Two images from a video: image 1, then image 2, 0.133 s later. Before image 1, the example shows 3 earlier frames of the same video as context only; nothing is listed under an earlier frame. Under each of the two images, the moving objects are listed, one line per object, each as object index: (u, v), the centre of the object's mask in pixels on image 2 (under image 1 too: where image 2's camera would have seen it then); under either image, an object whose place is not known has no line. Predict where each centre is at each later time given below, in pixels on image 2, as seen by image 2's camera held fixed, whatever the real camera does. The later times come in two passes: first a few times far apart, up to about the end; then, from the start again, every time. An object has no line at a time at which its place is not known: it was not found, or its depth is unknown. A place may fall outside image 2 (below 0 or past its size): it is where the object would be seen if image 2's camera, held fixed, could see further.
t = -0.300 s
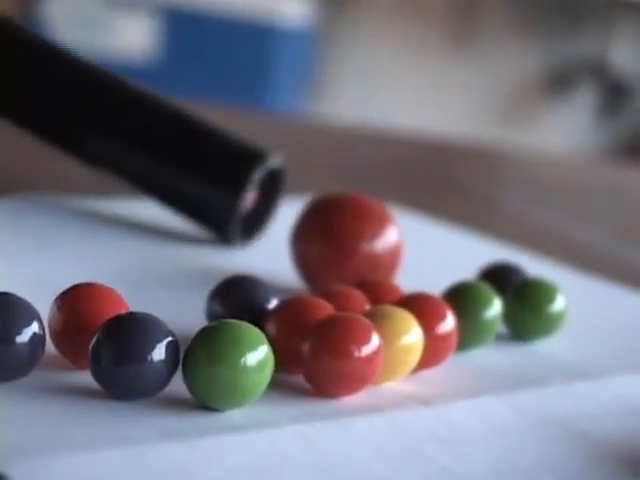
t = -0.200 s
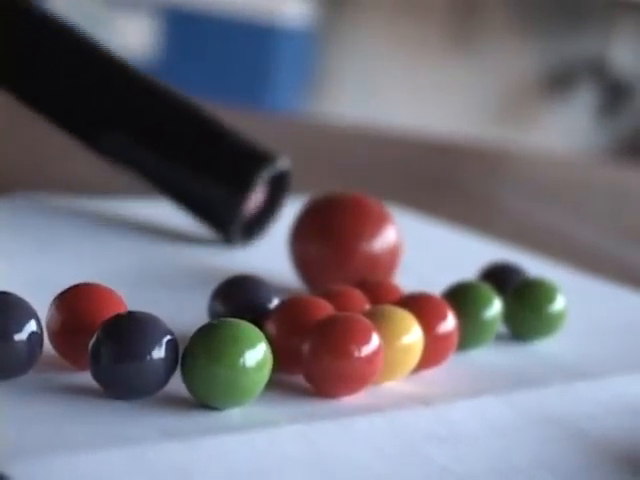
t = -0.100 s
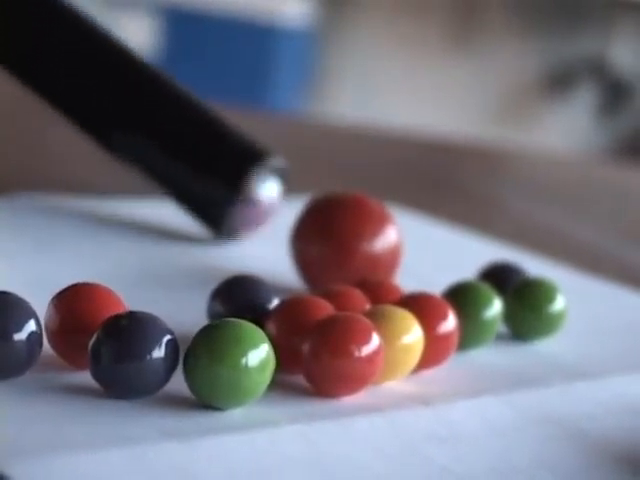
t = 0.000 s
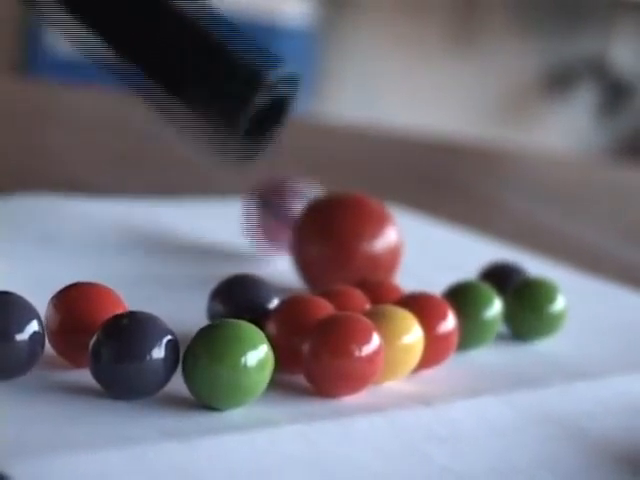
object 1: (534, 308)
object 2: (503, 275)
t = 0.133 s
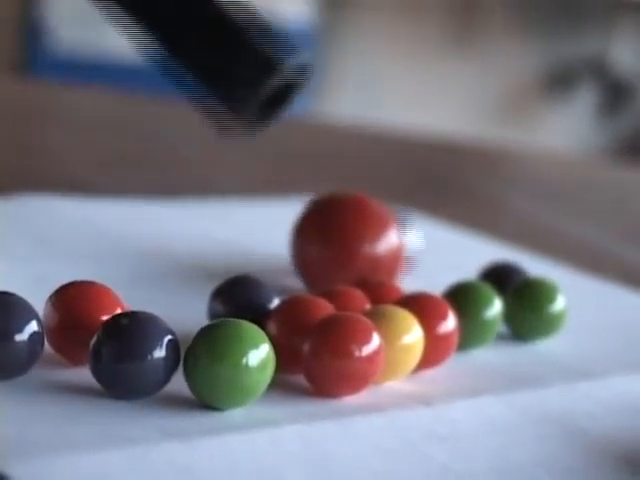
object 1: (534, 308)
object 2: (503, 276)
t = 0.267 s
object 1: (539, 312)
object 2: (507, 278)
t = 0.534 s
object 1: (537, 316)
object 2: (518, 279)
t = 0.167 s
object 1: (534, 308)
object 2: (503, 276)
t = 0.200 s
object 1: (534, 308)
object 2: (503, 276)
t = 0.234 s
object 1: (534, 309)
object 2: (503, 276)
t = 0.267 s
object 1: (539, 312)
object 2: (507, 278)
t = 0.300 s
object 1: (549, 316)
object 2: (513, 280)
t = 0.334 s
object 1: (555, 317)
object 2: (516, 291)
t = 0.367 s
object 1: (557, 319)
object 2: (520, 293)
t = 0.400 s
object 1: (558, 320)
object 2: (522, 294)
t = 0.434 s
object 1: (555, 321)
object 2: (522, 293)
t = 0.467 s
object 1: (549, 319)
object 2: (518, 288)
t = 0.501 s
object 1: (543, 318)
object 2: (520, 283)
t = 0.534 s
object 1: (537, 316)
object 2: (518, 279)
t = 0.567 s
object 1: (531, 315)
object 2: (515, 278)
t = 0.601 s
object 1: (528, 313)
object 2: (511, 277)
